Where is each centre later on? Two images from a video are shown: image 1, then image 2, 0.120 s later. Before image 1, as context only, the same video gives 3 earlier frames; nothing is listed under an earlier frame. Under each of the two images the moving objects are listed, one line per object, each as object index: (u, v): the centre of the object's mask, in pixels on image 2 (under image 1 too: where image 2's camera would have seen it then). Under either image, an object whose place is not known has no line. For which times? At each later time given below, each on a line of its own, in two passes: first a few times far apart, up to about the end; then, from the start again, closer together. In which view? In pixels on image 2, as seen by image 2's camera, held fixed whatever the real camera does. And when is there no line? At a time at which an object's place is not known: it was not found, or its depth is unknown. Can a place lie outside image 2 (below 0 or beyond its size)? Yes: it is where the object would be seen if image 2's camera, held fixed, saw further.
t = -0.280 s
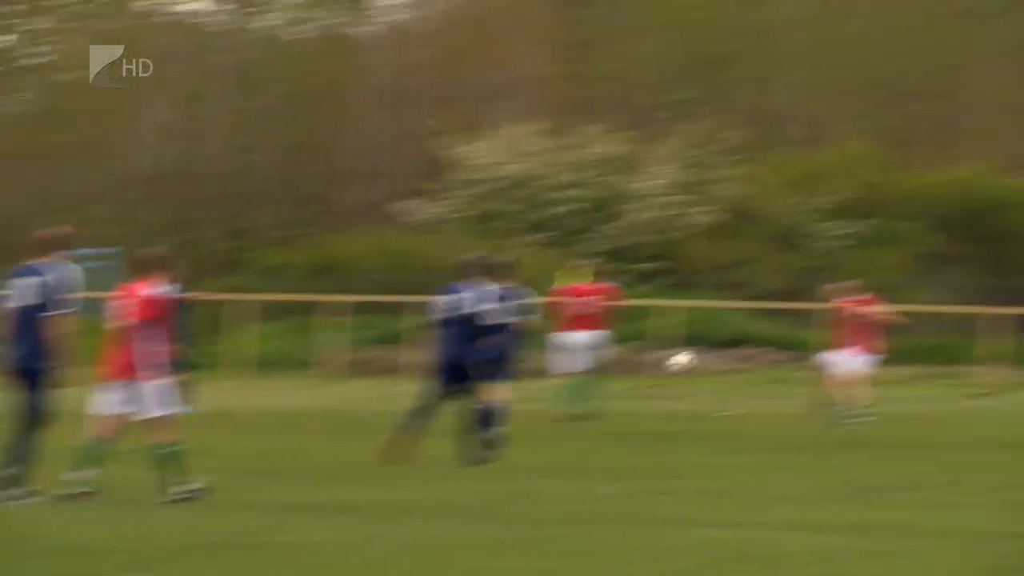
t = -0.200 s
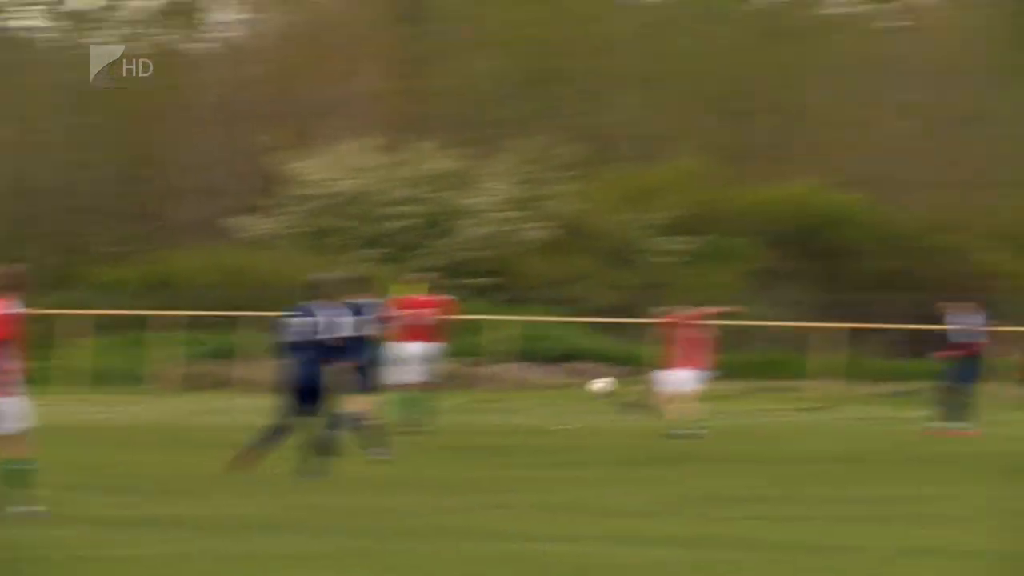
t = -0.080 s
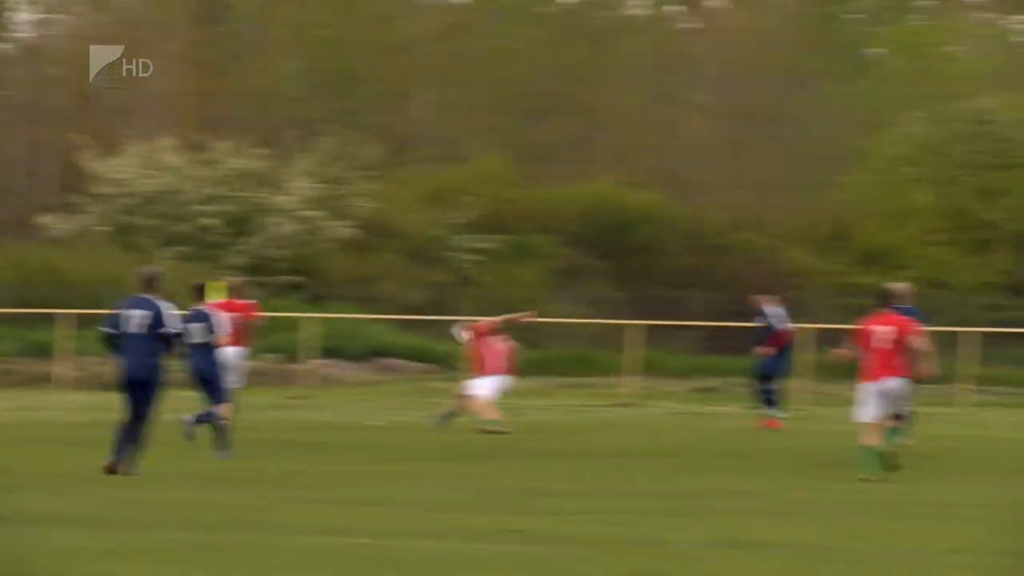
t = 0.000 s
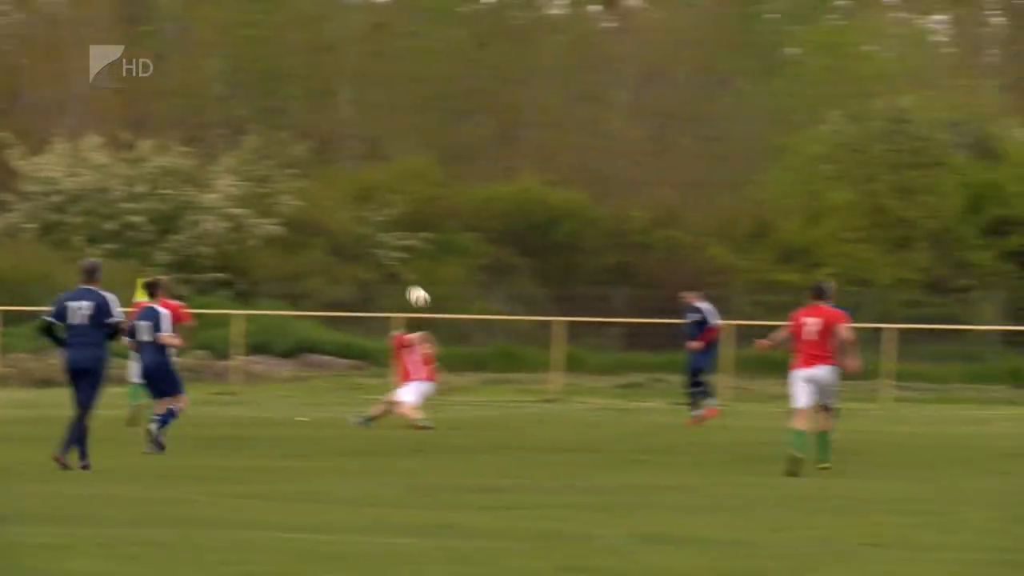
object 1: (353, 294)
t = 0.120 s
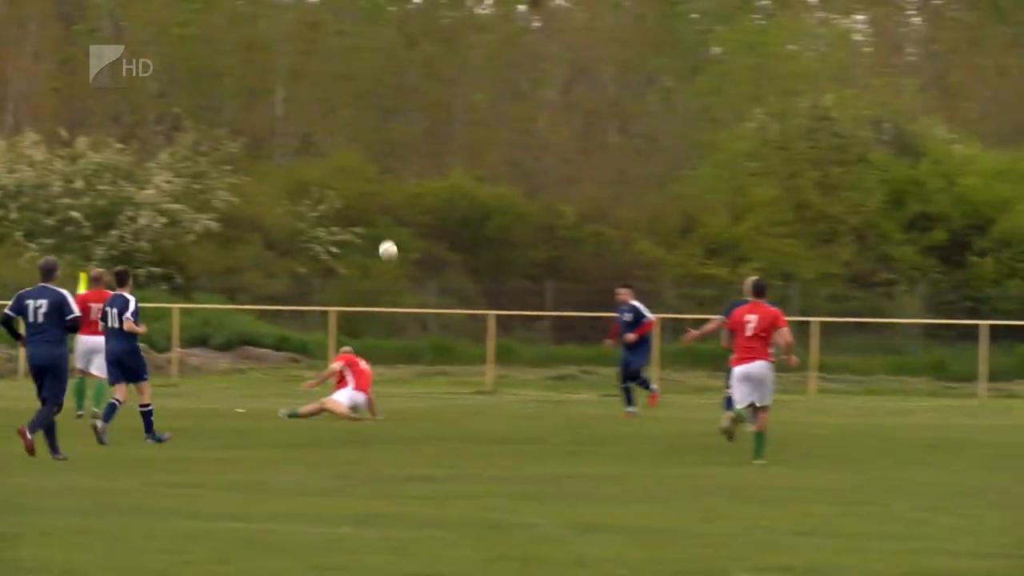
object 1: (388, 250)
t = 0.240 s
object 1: (423, 222)
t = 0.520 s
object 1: (497, 204)
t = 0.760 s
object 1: (553, 238)
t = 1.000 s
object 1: (598, 318)
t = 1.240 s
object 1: (640, 394)
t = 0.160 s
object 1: (399, 239)
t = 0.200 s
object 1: (412, 230)
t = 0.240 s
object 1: (423, 222)
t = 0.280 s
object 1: (434, 215)
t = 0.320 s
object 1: (445, 209)
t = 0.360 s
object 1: (457, 204)
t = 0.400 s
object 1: (468, 201)
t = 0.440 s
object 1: (478, 201)
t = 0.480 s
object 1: (488, 203)
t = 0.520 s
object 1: (497, 204)
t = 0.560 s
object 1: (507, 206)
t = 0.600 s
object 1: (517, 209)
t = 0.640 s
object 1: (526, 214)
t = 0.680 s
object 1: (535, 221)
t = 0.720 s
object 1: (544, 229)
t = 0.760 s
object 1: (553, 238)
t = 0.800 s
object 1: (561, 248)
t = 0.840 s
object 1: (570, 259)
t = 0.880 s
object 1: (578, 272)
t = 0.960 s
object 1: (592, 301)
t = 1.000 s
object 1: (598, 318)
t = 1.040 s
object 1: (606, 335)
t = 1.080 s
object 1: (613, 354)
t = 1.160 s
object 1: (626, 397)
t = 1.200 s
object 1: (632, 409)
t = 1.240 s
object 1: (640, 394)
